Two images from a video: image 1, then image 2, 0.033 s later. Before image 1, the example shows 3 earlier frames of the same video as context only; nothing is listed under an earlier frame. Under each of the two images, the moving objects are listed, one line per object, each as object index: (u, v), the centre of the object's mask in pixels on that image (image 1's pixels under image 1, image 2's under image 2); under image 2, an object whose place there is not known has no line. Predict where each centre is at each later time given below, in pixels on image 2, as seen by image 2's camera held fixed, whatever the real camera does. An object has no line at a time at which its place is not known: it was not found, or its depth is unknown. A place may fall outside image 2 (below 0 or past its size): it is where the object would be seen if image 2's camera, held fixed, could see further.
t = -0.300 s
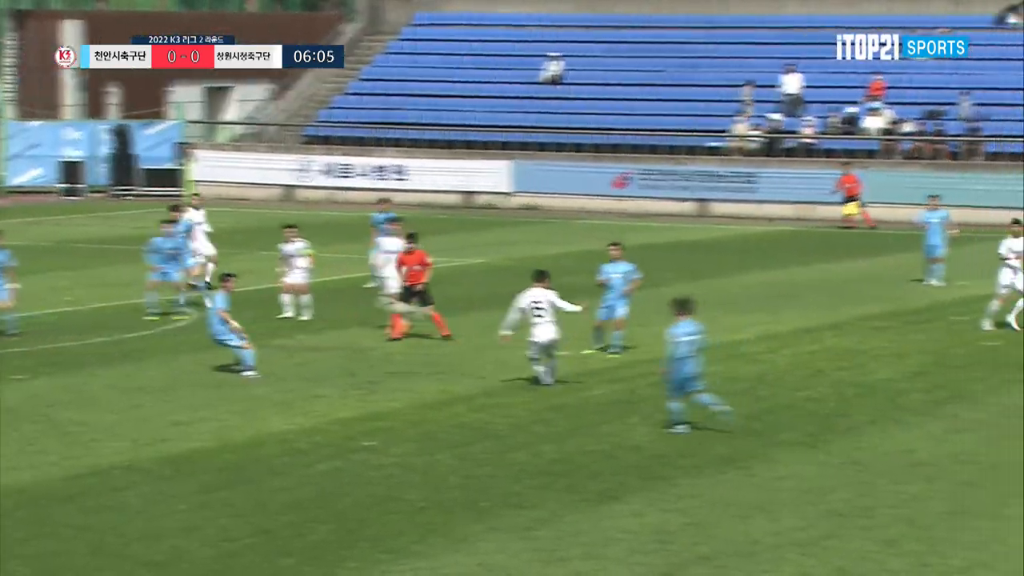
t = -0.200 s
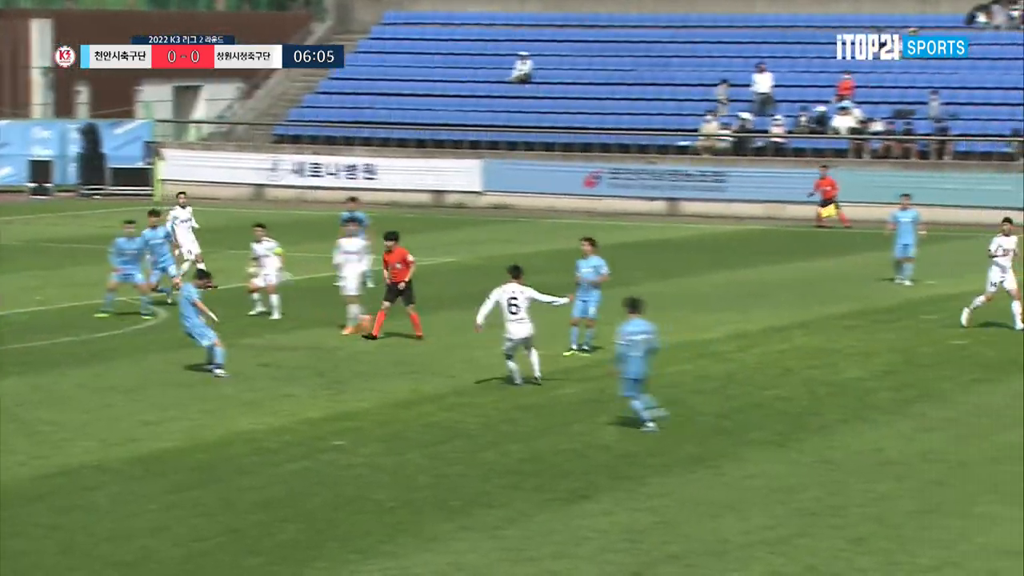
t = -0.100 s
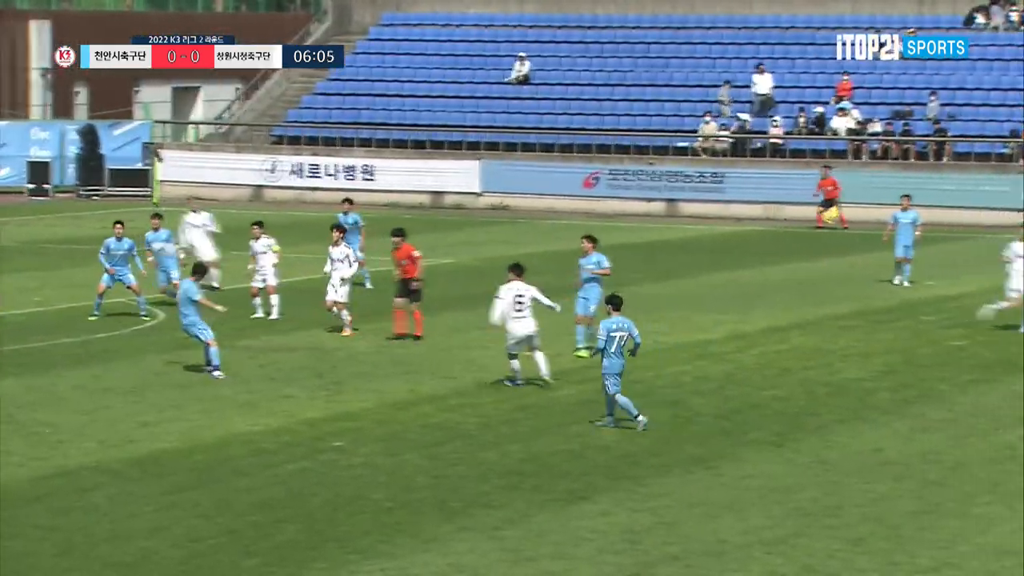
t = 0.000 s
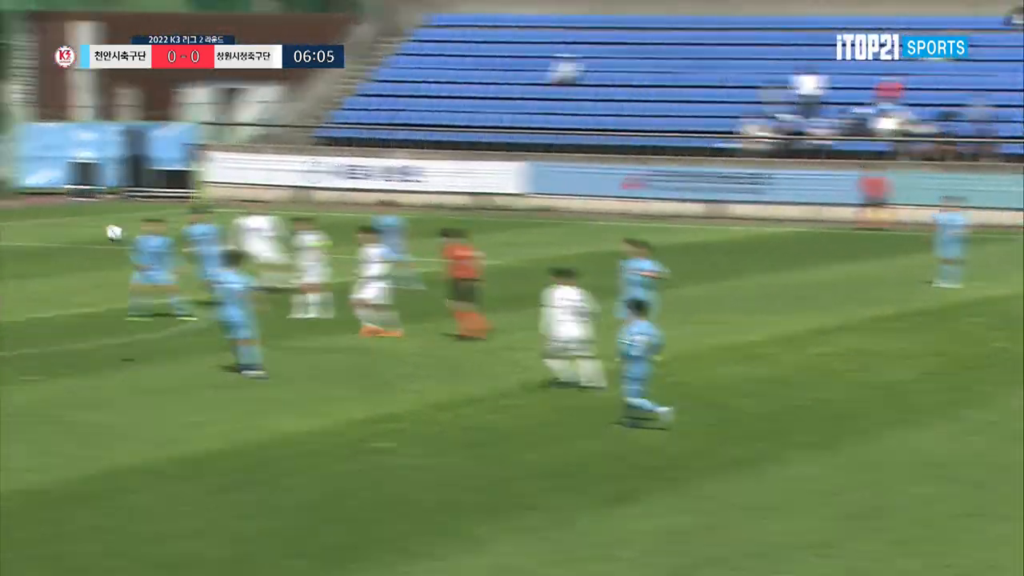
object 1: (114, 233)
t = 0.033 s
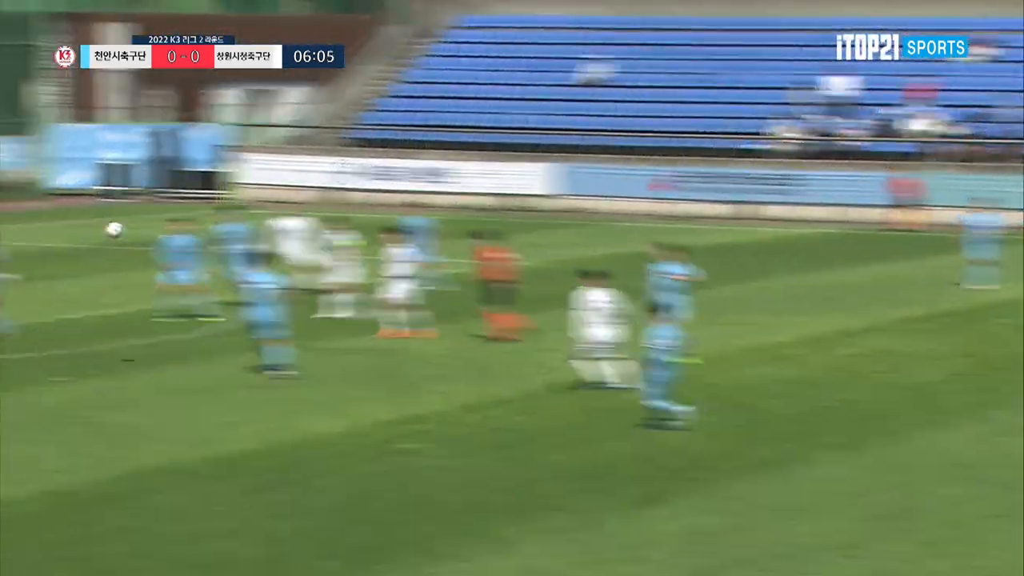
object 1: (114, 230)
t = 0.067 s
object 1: (86, 226)
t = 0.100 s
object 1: (56, 223)
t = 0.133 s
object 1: (23, 222)
